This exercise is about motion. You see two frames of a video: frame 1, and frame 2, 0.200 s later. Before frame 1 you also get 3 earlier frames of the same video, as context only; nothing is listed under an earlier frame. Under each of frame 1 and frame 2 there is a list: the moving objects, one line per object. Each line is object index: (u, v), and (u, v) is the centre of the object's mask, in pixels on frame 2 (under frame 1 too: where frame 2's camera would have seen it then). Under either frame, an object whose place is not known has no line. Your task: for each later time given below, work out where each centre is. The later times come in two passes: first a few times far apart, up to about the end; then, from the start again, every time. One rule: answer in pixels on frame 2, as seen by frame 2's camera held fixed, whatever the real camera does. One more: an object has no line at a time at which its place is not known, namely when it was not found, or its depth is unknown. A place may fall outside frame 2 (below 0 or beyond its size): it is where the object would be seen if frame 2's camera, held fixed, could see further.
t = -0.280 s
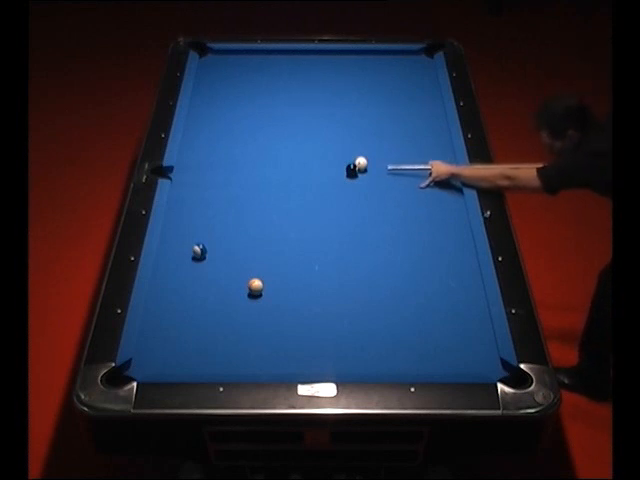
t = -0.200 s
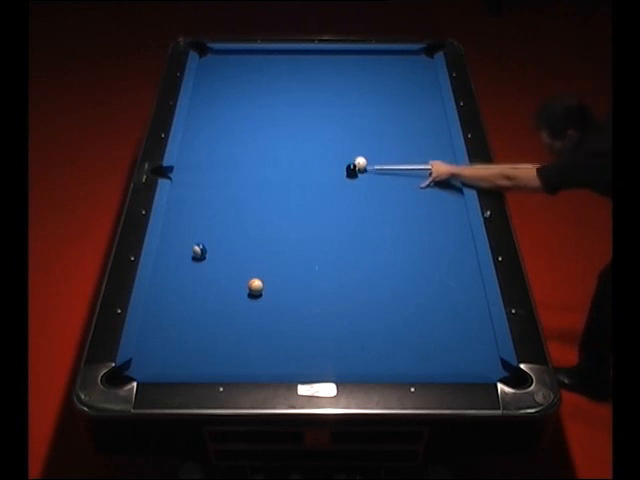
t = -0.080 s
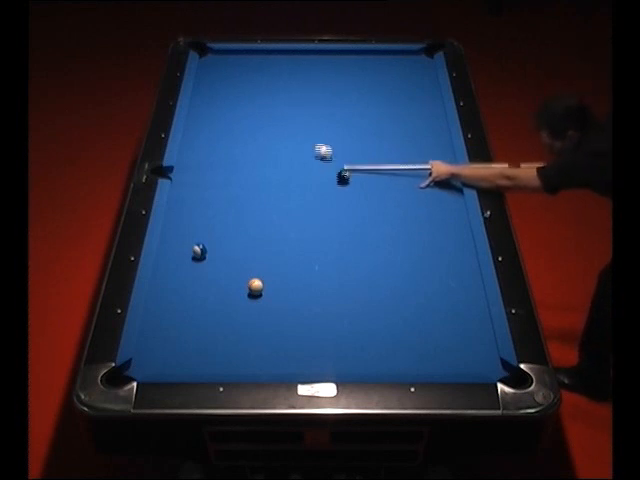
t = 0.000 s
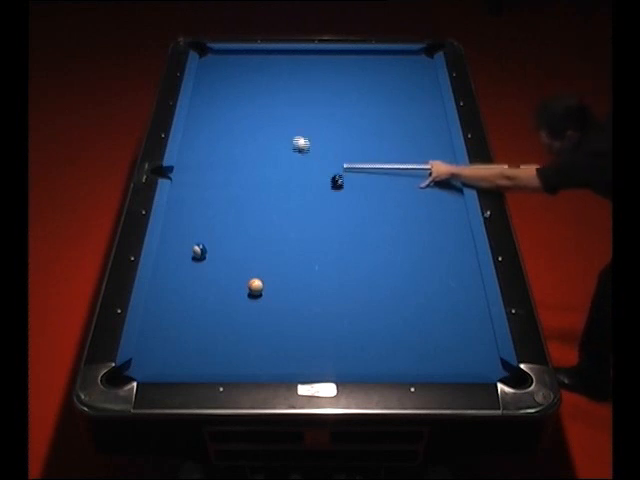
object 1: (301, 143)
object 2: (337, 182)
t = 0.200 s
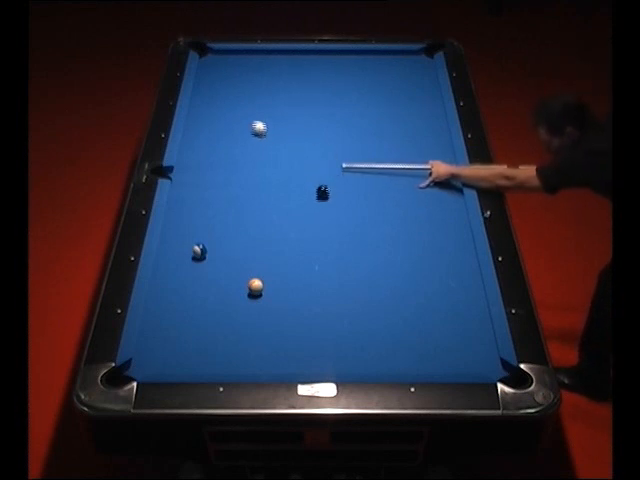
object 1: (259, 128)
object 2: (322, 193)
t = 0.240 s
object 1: (252, 125)
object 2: (320, 195)
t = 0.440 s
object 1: (222, 113)
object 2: (305, 205)
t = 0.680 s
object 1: (197, 100)
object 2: (288, 218)
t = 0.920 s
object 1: (217, 93)
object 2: (270, 232)
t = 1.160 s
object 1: (234, 86)
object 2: (252, 244)
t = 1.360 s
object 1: (247, 81)
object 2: (238, 255)
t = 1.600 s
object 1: (263, 75)
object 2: (221, 268)
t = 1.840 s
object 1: (276, 70)
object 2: (204, 280)
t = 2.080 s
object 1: (289, 65)
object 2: (187, 292)
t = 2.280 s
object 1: (299, 61)
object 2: (174, 302)
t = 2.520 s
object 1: (311, 56)
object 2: (158, 314)
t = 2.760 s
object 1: (321, 53)
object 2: (150, 323)
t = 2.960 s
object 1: (327, 52)
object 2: (155, 329)
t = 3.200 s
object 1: (332, 54)
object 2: (160, 335)
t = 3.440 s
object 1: (337, 55)
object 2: (164, 341)
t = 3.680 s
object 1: (342, 57)
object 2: (168, 347)
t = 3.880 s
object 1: (345, 57)
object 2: (171, 350)
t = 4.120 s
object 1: (348, 58)
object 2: (175, 354)
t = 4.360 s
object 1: (350, 58)
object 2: (177, 358)
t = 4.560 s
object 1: (352, 58)
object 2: (179, 360)
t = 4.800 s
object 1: (353, 59)
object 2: (181, 361)
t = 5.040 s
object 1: (353, 59)
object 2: (183, 363)
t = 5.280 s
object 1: (353, 59)
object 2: (183, 363)
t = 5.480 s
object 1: (353, 59)
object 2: (183, 363)
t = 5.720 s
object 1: (353, 59)
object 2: (183, 363)
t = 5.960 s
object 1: (353, 59)
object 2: (184, 363)
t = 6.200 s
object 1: (353, 59)
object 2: (184, 364)
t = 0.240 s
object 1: (252, 125)
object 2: (320, 195)
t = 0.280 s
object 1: (246, 123)
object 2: (317, 196)
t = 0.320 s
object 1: (240, 120)
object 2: (314, 199)
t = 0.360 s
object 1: (234, 118)
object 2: (311, 201)
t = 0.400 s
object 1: (228, 115)
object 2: (307, 204)
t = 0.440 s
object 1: (222, 113)
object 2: (305, 205)
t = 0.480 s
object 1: (217, 111)
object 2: (302, 208)
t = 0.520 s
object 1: (211, 108)
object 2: (299, 210)
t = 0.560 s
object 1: (206, 106)
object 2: (296, 212)
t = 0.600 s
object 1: (200, 103)
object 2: (293, 214)
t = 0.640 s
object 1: (195, 101)
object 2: (290, 216)
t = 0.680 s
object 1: (197, 100)
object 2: (288, 218)
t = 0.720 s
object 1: (201, 99)
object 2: (285, 221)
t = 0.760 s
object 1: (205, 97)
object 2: (281, 223)
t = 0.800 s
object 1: (208, 96)
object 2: (279, 225)
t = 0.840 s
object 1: (211, 95)
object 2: (276, 227)
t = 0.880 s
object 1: (214, 94)
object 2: (273, 229)
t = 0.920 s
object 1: (217, 93)
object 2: (270, 232)
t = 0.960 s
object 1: (220, 91)
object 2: (267, 233)
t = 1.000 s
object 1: (223, 90)
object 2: (264, 236)
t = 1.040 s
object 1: (226, 89)
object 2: (261, 238)
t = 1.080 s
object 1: (229, 88)
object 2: (258, 240)
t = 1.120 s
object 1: (231, 87)
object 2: (256, 243)
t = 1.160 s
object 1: (234, 86)
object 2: (252, 244)
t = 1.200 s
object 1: (237, 85)
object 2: (250, 246)
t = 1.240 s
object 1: (240, 84)
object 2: (247, 249)
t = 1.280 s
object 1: (242, 83)
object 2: (244, 251)
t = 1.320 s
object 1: (245, 82)
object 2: (241, 253)
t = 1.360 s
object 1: (247, 81)
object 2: (238, 255)
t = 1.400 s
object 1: (250, 80)
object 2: (235, 257)
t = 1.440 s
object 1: (253, 79)
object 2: (232, 260)
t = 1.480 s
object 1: (255, 78)
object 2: (229, 261)
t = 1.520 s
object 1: (258, 77)
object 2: (226, 263)
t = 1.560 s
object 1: (260, 76)
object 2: (224, 266)
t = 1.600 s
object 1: (263, 75)
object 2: (221, 268)
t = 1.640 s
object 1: (265, 74)
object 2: (218, 270)
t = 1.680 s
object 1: (267, 73)
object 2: (215, 272)
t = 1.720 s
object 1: (269, 72)
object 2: (212, 274)
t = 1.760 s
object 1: (272, 72)
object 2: (209, 276)
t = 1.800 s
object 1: (274, 70)
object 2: (207, 278)
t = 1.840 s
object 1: (276, 70)
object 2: (204, 280)
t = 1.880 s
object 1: (279, 69)
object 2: (201, 282)
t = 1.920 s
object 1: (281, 68)
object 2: (199, 284)
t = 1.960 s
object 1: (283, 67)
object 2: (195, 286)
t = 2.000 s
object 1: (285, 66)
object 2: (193, 289)
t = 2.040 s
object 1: (287, 66)
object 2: (190, 290)
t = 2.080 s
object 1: (289, 65)
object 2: (187, 292)
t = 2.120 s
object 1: (291, 64)
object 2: (184, 294)
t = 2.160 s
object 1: (293, 63)
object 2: (182, 296)
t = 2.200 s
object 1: (295, 62)
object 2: (179, 298)
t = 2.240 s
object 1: (297, 61)
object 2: (176, 300)
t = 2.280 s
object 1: (299, 61)
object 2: (174, 302)
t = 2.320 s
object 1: (301, 60)
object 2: (172, 302)
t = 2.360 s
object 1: (303, 59)
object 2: (169, 305)
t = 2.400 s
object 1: (305, 58)
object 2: (166, 307)
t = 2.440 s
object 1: (307, 58)
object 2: (163, 310)
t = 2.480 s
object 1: (309, 57)
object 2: (161, 311)
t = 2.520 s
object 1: (311, 56)
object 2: (158, 314)
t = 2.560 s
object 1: (312, 56)
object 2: (155, 315)
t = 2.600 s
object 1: (314, 55)
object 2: (152, 317)
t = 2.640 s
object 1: (316, 54)
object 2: (150, 319)
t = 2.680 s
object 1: (318, 54)
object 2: (148, 321)
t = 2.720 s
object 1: (319, 53)
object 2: (149, 322)
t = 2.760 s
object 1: (321, 53)
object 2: (150, 323)
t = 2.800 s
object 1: (323, 52)
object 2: (151, 325)
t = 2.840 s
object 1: (324, 52)
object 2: (152, 326)
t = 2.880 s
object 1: (325, 52)
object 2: (153, 327)
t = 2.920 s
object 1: (326, 52)
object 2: (154, 327)
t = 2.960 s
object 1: (327, 52)
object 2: (155, 329)
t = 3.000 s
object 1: (328, 53)
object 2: (156, 330)
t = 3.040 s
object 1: (329, 53)
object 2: (156, 331)
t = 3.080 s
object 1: (330, 53)
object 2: (157, 332)
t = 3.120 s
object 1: (331, 54)
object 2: (158, 333)
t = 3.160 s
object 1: (332, 54)
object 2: (159, 334)
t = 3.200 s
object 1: (332, 54)
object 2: (160, 335)
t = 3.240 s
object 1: (333, 54)
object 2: (161, 336)
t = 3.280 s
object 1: (334, 55)
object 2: (161, 337)
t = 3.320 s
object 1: (335, 55)
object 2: (162, 338)
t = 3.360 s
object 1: (336, 55)
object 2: (163, 340)
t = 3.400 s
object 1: (337, 55)
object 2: (164, 340)
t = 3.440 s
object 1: (337, 55)
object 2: (164, 341)
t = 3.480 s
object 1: (338, 56)
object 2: (165, 342)
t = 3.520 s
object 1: (339, 56)
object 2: (166, 343)
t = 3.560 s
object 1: (340, 56)
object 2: (166, 344)
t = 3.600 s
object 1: (341, 56)
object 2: (167, 345)
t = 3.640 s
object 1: (341, 57)
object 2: (168, 346)
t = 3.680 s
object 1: (342, 57)
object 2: (168, 347)
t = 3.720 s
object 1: (342, 57)
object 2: (169, 348)
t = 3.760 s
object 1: (343, 57)
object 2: (170, 348)
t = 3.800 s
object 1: (344, 57)
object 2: (170, 349)
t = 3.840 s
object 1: (344, 57)
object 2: (171, 350)
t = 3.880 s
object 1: (345, 57)
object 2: (171, 350)
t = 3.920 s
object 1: (345, 57)
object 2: (172, 351)
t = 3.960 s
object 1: (346, 58)
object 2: (172, 352)
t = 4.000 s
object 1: (347, 58)
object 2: (173, 352)
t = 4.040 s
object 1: (347, 58)
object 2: (173, 353)
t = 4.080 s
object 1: (348, 58)
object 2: (174, 353)
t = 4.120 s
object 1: (348, 58)
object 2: (175, 354)
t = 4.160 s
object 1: (349, 58)
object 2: (175, 355)
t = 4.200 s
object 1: (349, 58)
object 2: (175, 356)
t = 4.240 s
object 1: (349, 58)
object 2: (176, 356)
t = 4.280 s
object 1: (350, 58)
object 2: (177, 357)
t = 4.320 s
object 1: (350, 58)
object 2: (177, 357)
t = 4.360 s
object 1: (350, 58)
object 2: (177, 358)
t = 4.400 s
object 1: (351, 58)
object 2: (178, 358)
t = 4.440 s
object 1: (351, 58)
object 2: (178, 359)
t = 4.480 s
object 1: (351, 58)
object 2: (179, 359)
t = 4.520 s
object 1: (351, 58)
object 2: (179, 359)
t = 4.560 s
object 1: (352, 58)
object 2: (179, 360)
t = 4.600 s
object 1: (352, 59)
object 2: (180, 360)
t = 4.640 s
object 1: (352, 59)
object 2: (180, 360)
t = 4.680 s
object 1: (352, 59)
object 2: (180, 360)
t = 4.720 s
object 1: (353, 58)
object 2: (181, 361)
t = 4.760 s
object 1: (353, 58)
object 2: (181, 361)
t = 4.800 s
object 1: (353, 59)
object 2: (181, 361)
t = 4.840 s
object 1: (353, 59)
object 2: (181, 361)
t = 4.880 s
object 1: (353, 59)
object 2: (182, 362)
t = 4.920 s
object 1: (353, 59)
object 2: (182, 362)
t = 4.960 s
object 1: (353, 59)
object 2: (182, 362)
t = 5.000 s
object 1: (353, 59)
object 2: (182, 362)
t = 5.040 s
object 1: (353, 59)
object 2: (183, 363)
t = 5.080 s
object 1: (353, 59)
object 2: (183, 363)
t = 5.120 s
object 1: (353, 59)
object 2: (183, 363)
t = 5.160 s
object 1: (353, 59)
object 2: (183, 363)
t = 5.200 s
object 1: (353, 59)
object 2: (183, 363)
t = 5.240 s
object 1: (353, 59)
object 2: (183, 363)
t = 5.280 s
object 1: (353, 59)
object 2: (183, 363)
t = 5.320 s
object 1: (353, 59)
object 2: (183, 363)
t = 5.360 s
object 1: (353, 59)
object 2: (183, 363)
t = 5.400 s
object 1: (353, 59)
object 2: (183, 363)
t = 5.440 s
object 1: (353, 59)
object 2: (183, 363)
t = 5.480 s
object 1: (353, 59)
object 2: (183, 363)
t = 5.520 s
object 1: (353, 59)
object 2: (183, 363)
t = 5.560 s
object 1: (353, 59)
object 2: (183, 363)
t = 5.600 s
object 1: (353, 59)
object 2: (183, 363)
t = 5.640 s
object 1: (353, 59)
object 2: (183, 363)
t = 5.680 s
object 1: (353, 59)
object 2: (183, 363)
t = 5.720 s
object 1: (353, 59)
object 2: (183, 363)
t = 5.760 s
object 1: (353, 59)
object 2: (183, 363)
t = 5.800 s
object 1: (353, 59)
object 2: (183, 363)
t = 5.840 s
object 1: (353, 59)
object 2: (183, 363)
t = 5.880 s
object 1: (353, 59)
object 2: (183, 363)
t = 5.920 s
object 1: (353, 59)
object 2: (183, 363)
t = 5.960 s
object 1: (353, 59)
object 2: (184, 363)
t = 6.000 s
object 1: (353, 59)
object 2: (184, 363)
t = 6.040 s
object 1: (353, 59)
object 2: (184, 363)
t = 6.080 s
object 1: (353, 59)
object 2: (184, 364)
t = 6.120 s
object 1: (353, 59)
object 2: (184, 364)
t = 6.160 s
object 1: (353, 59)
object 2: (184, 364)
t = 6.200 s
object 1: (353, 59)
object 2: (184, 364)
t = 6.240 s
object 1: (353, 59)
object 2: (184, 364)
